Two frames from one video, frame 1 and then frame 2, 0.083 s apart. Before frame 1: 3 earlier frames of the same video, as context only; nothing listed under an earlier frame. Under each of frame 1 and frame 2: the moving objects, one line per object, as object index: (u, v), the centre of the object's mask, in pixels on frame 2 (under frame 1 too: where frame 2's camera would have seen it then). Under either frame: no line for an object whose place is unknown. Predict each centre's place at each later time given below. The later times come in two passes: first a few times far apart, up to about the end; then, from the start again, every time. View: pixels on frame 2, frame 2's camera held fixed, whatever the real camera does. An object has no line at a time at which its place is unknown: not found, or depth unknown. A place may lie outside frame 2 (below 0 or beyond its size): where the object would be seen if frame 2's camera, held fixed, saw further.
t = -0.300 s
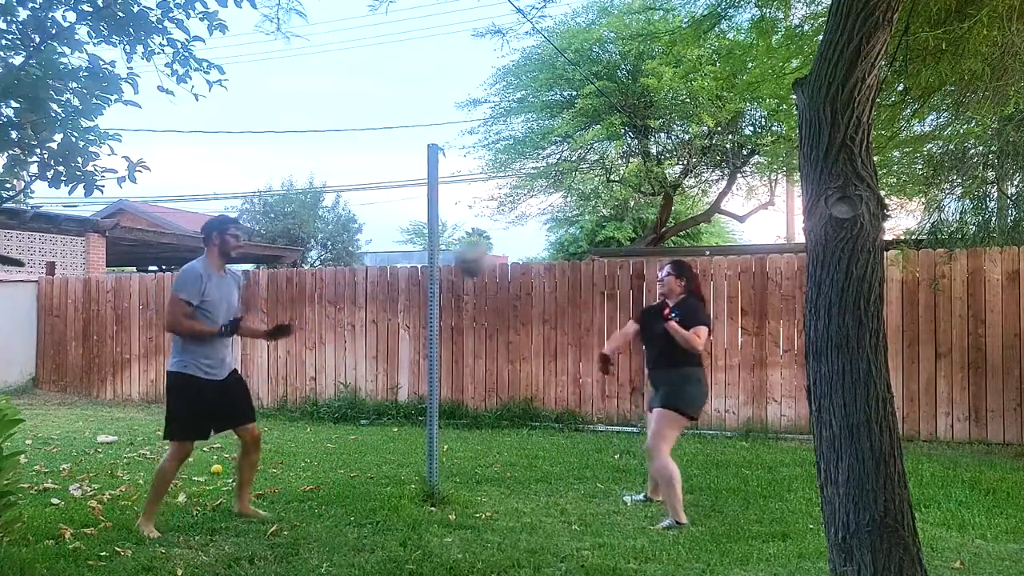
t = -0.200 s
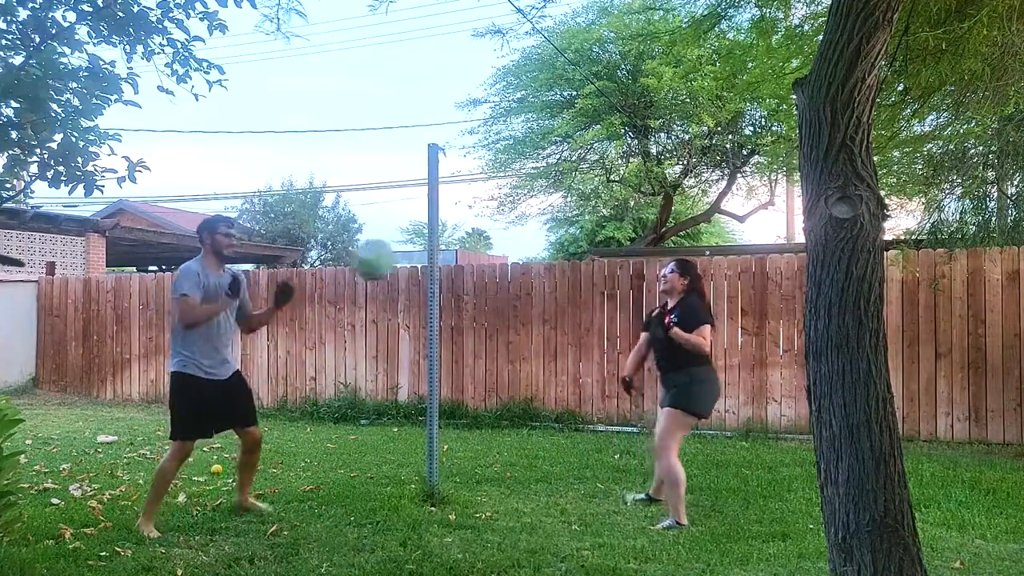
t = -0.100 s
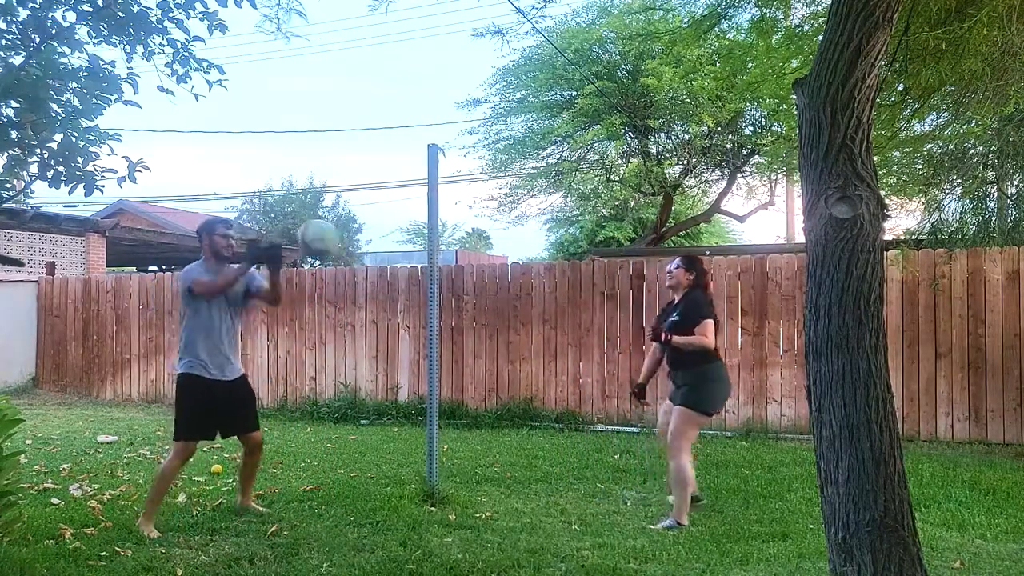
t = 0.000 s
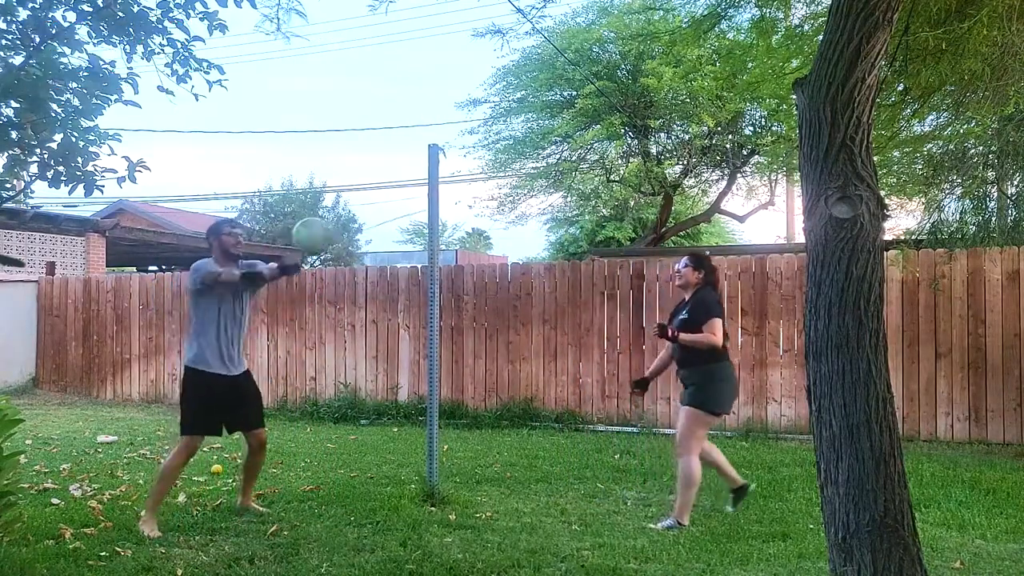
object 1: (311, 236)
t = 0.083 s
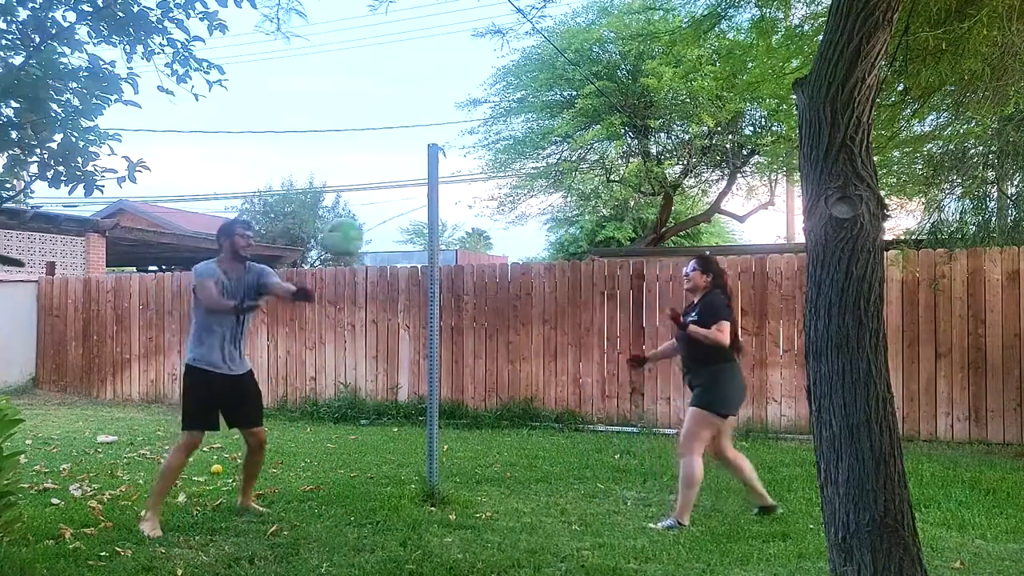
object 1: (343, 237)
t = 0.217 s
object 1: (390, 264)
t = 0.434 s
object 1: (497, 336)
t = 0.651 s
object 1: (510, 339)
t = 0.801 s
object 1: (483, 332)
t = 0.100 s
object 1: (349, 239)
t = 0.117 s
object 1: (356, 241)
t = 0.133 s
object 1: (361, 244)
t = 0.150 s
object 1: (366, 248)
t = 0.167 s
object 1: (370, 253)
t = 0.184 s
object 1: (375, 257)
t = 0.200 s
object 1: (382, 261)
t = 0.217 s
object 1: (390, 264)
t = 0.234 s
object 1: (397, 267)
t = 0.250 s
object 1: (409, 273)
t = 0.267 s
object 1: (418, 276)
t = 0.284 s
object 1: (425, 279)
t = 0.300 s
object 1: (433, 283)
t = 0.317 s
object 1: (442, 289)
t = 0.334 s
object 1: (451, 295)
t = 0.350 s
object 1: (459, 301)
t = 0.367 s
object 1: (466, 308)
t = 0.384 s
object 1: (474, 313)
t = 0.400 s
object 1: (481, 321)
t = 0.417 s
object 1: (489, 327)
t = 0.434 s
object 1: (497, 336)
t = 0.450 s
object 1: (503, 344)
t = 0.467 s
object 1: (509, 350)
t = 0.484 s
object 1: (515, 359)
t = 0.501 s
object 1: (519, 365)
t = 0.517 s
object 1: (524, 370)
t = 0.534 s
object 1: (525, 370)
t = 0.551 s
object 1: (524, 366)
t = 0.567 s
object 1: (523, 361)
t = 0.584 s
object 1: (520, 355)
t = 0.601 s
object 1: (518, 351)
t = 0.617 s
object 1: (516, 346)
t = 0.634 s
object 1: (512, 342)
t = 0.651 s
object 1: (510, 339)
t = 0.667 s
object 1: (506, 335)
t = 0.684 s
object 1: (503, 334)
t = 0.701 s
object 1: (501, 332)
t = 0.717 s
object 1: (498, 331)
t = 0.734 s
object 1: (495, 330)
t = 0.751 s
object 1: (491, 330)
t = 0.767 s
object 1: (489, 329)
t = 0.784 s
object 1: (486, 330)
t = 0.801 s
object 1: (483, 332)
